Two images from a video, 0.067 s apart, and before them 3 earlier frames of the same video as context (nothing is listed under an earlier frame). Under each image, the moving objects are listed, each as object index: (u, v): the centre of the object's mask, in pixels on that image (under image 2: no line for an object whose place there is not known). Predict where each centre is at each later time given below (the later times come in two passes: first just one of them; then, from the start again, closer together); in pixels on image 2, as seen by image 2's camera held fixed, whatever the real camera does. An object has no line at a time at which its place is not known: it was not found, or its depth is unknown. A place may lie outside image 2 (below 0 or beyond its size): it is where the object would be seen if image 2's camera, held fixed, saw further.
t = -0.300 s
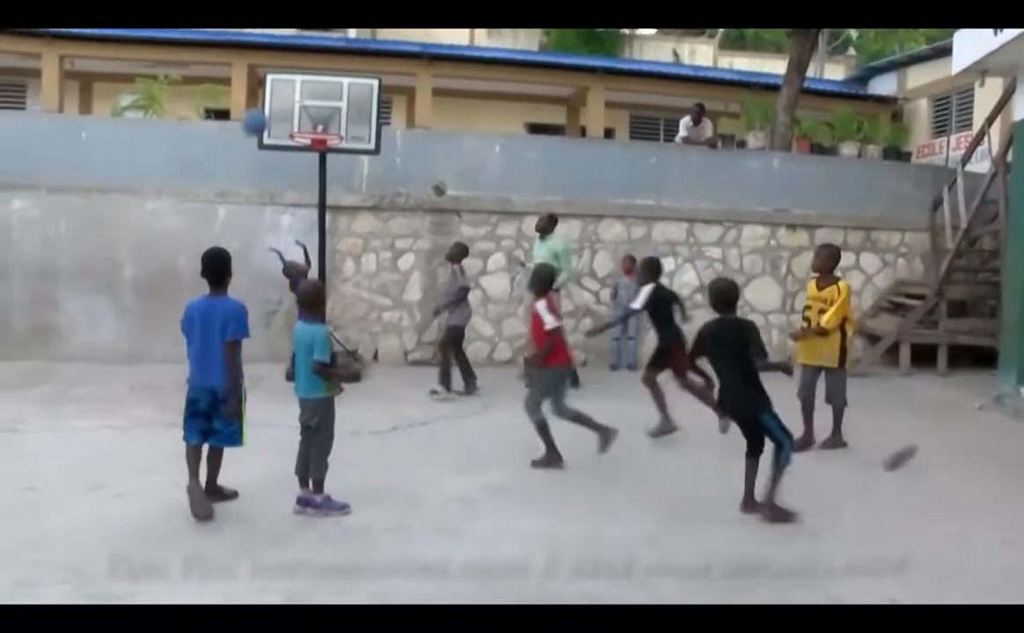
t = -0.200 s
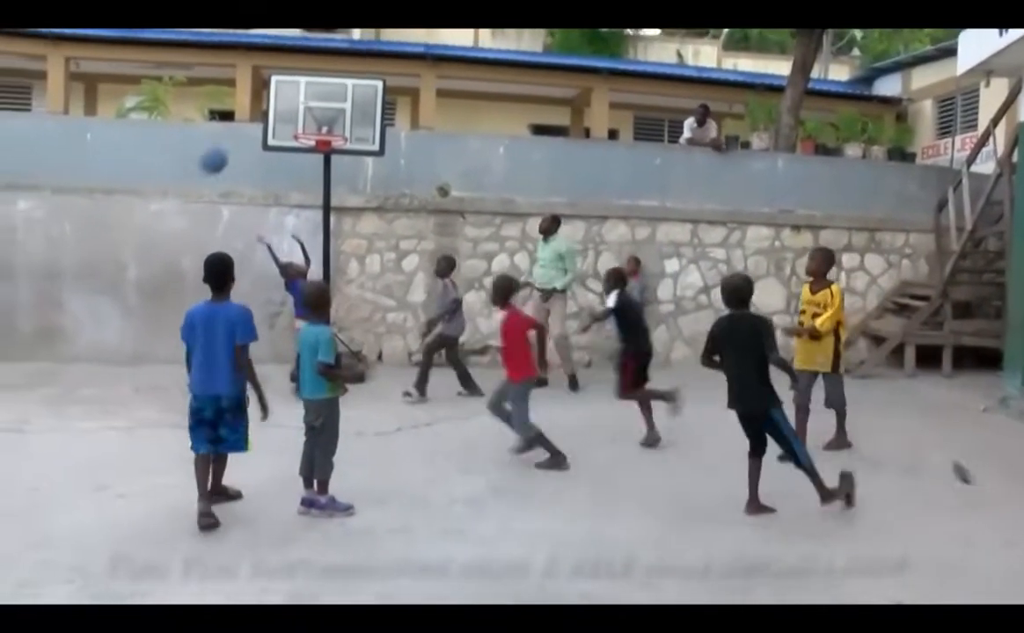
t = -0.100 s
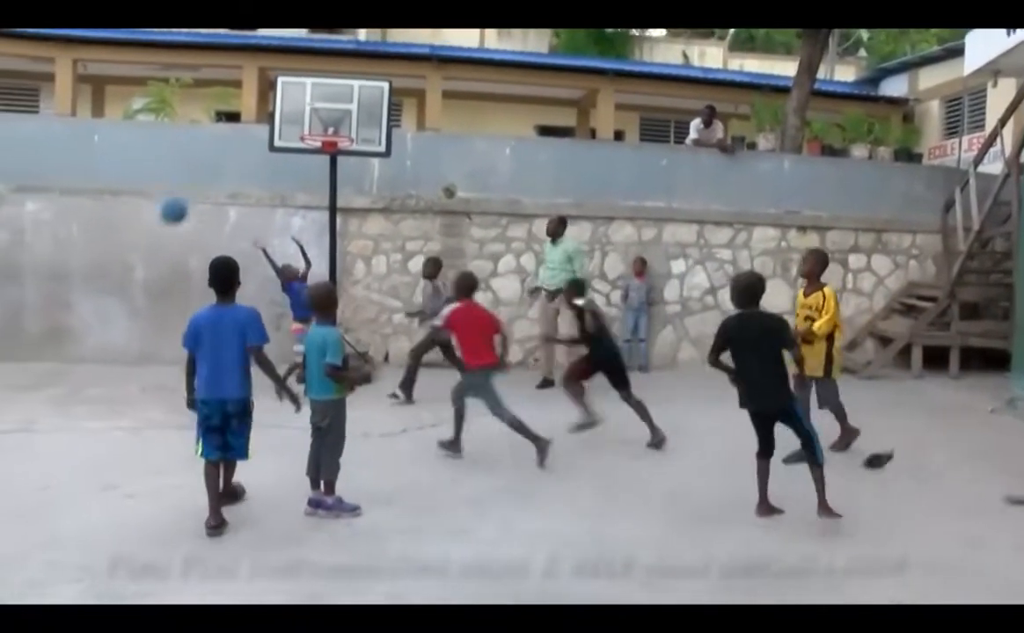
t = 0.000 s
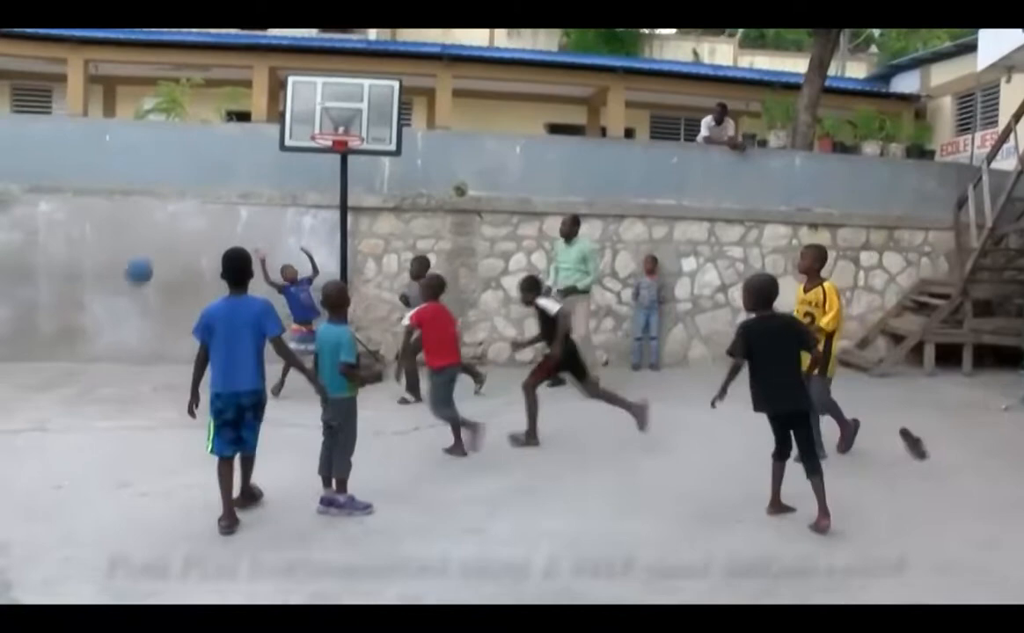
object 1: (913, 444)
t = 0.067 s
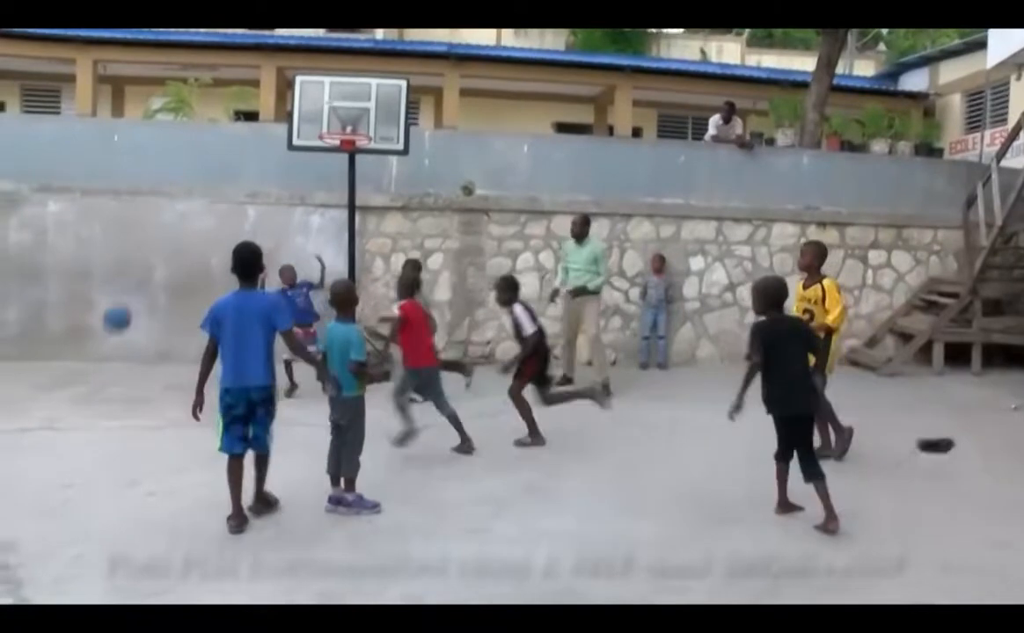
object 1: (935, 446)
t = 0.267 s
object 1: (974, 494)
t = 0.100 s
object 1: (943, 449)
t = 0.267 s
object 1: (974, 494)
